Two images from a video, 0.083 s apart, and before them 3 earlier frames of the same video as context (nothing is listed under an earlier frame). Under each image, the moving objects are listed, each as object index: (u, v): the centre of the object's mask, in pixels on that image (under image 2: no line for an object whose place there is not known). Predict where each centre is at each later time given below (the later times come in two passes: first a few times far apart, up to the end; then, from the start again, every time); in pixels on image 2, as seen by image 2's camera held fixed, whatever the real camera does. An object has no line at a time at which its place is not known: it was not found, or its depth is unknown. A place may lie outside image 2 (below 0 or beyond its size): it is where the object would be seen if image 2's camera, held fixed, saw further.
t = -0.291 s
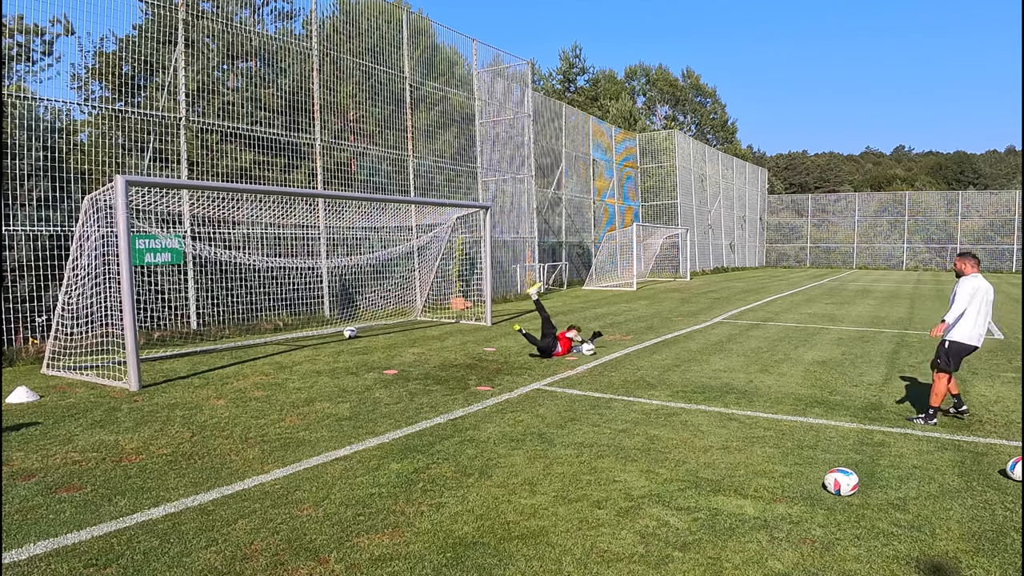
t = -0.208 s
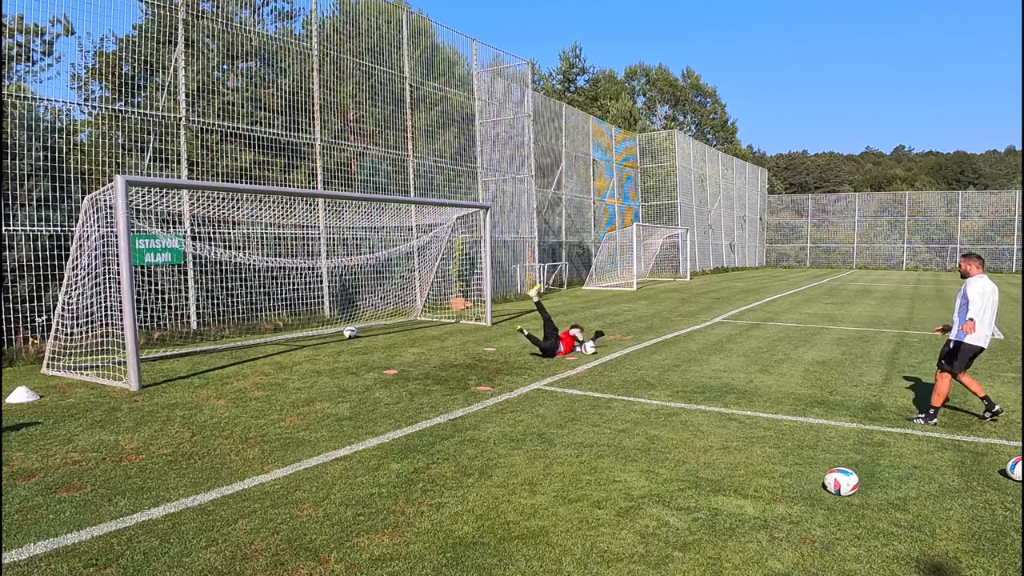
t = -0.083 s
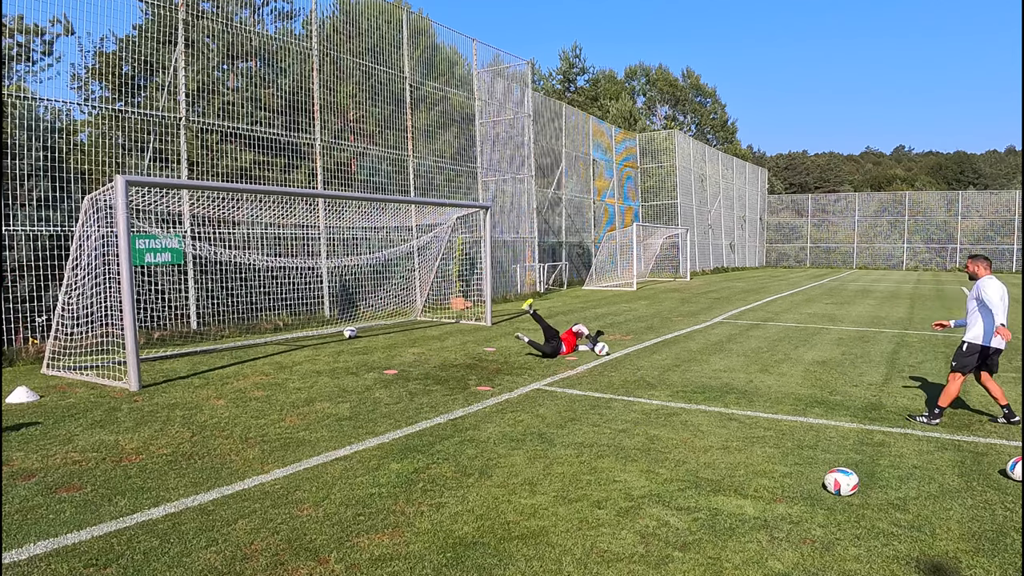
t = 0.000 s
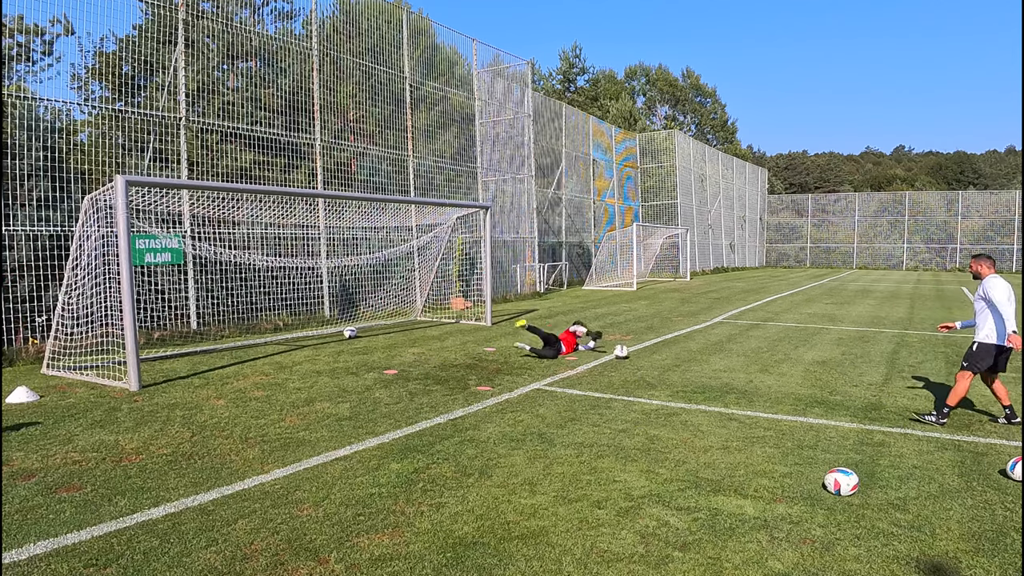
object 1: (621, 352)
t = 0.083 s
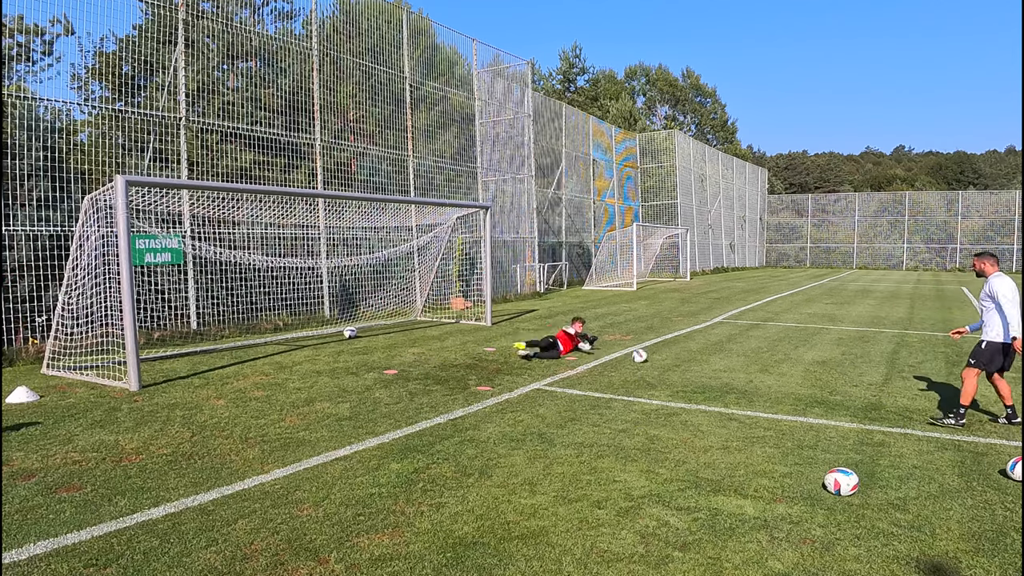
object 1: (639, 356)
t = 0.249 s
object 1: (671, 361)
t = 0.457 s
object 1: (711, 367)
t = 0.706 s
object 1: (760, 375)
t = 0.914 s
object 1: (803, 381)
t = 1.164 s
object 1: (855, 388)
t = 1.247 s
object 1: (873, 391)
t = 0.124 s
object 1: (647, 357)
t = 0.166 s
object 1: (655, 357)
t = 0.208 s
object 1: (663, 360)
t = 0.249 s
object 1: (671, 361)
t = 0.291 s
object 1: (678, 362)
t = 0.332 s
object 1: (686, 363)
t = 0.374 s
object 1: (694, 365)
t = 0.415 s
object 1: (702, 367)
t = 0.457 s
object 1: (711, 367)
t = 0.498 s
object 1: (719, 368)
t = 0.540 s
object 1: (727, 370)
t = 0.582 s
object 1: (735, 371)
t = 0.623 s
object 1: (743, 372)
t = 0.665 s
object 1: (752, 373)
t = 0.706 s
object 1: (760, 375)
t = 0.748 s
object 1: (768, 377)
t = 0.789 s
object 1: (777, 377)
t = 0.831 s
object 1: (785, 379)
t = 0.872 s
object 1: (794, 380)
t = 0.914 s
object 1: (803, 381)
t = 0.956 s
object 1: (812, 382)
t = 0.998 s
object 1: (820, 384)
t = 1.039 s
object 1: (829, 385)
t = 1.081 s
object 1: (838, 386)
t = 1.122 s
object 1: (847, 387)
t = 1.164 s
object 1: (855, 388)
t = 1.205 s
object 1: (865, 390)
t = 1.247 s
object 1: (873, 391)
